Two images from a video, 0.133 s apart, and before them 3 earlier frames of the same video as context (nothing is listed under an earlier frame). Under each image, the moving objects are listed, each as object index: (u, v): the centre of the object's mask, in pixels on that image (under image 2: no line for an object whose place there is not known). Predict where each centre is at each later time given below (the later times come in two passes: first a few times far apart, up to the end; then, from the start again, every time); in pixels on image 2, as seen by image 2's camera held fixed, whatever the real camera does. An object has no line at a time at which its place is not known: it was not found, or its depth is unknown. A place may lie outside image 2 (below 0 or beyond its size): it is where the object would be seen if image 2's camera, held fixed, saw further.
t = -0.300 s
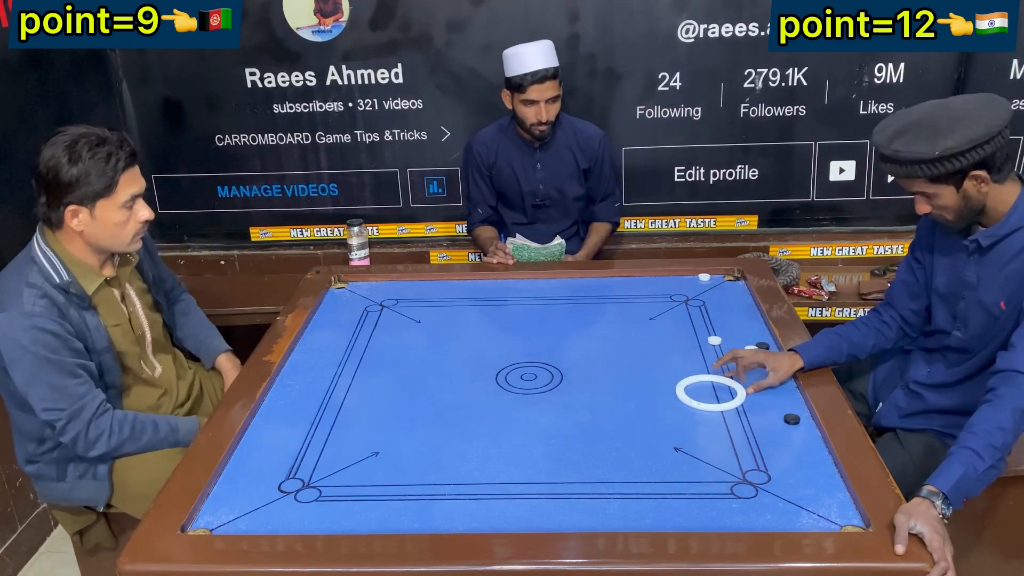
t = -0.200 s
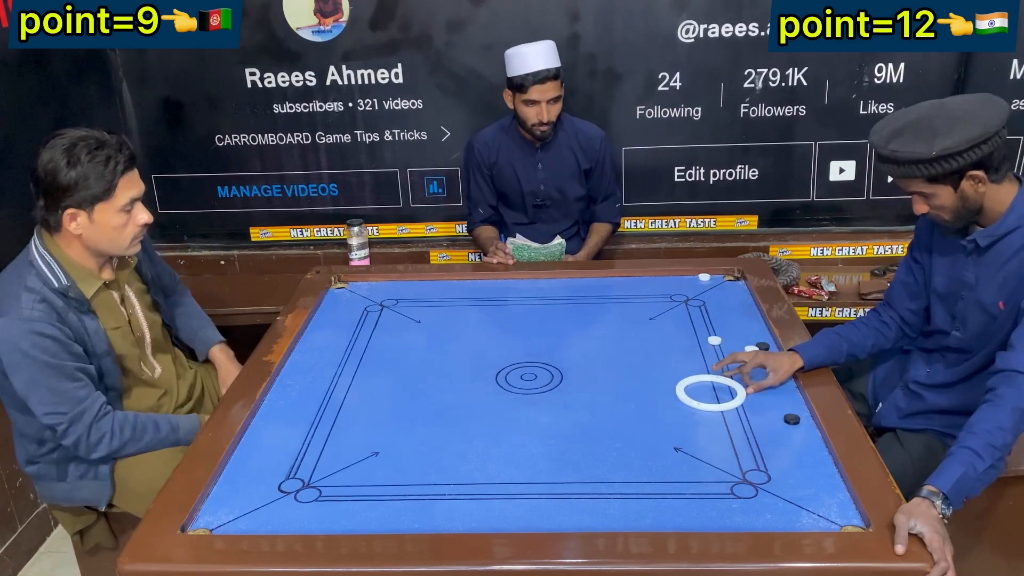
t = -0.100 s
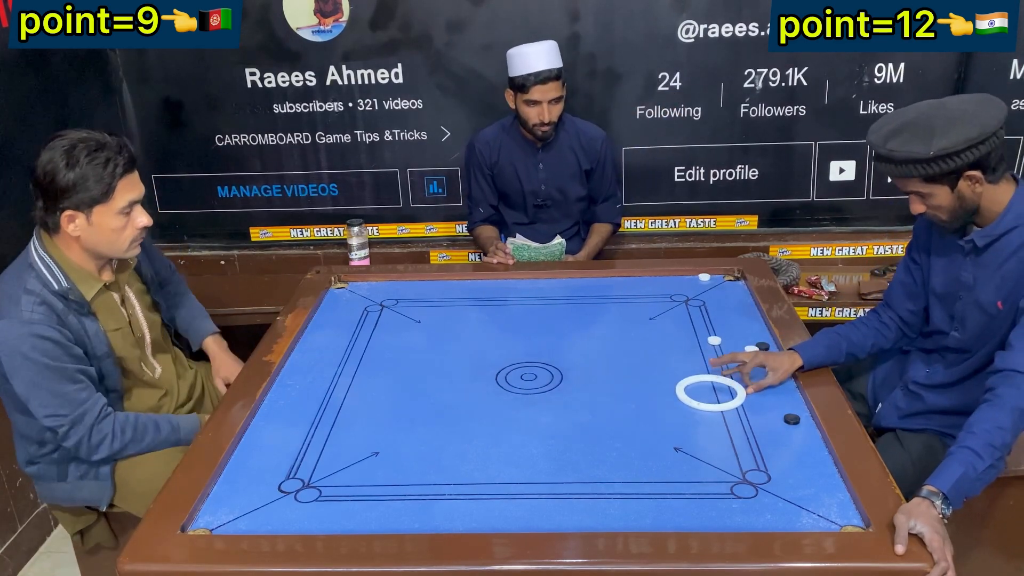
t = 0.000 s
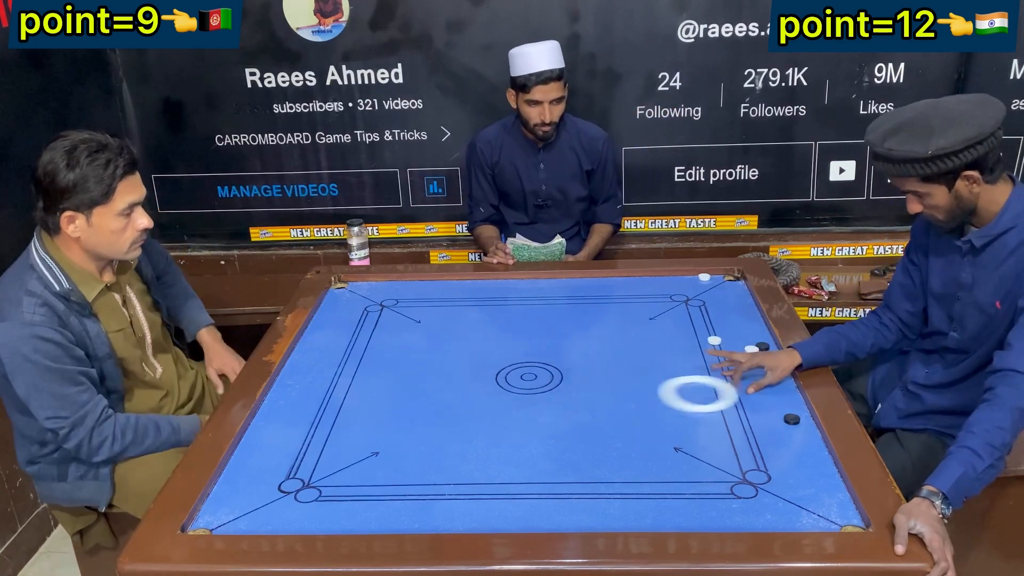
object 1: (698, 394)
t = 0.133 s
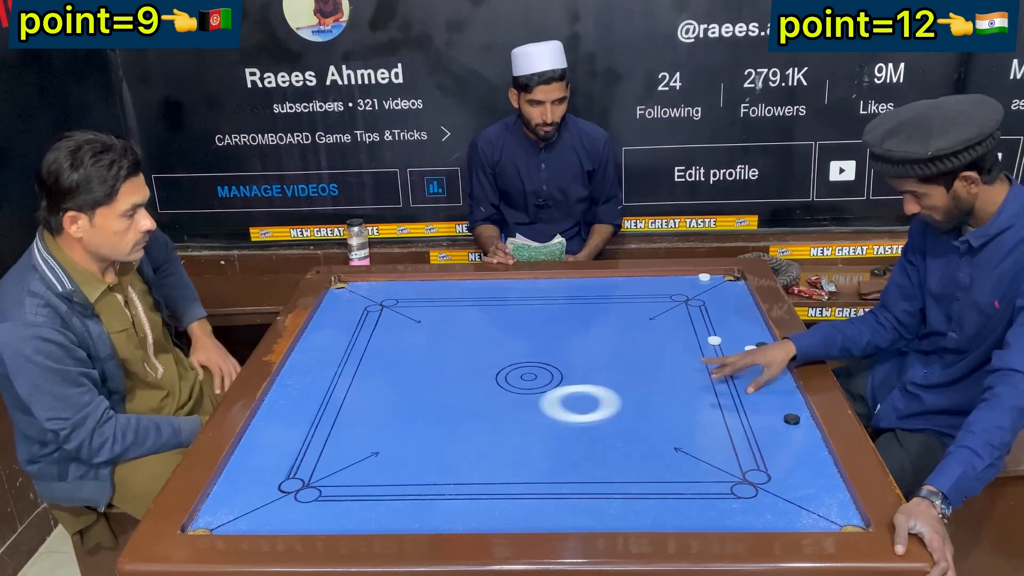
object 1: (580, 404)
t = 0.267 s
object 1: (461, 413)
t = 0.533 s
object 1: (326, 430)
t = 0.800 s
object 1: (505, 434)
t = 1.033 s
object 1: (662, 438)
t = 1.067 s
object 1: (684, 439)
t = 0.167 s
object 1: (551, 406)
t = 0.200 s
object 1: (521, 408)
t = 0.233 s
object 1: (491, 411)
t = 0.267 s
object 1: (461, 413)
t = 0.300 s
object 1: (431, 416)
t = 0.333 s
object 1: (401, 419)
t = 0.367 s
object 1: (370, 421)
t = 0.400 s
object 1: (340, 424)
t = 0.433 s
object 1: (309, 426)
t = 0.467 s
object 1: (284, 429)
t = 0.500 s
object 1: (303, 429)
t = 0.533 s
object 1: (326, 430)
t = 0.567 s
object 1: (348, 431)
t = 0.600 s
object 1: (371, 431)
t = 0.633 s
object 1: (393, 431)
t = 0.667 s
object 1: (416, 432)
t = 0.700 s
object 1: (438, 432)
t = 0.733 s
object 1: (461, 433)
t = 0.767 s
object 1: (483, 433)
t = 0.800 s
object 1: (505, 434)
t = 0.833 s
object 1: (527, 434)
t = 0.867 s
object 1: (550, 435)
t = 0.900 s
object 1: (572, 436)
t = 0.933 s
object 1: (594, 436)
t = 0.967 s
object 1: (617, 437)
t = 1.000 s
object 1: (639, 437)
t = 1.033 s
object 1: (662, 438)
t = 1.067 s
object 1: (684, 439)
